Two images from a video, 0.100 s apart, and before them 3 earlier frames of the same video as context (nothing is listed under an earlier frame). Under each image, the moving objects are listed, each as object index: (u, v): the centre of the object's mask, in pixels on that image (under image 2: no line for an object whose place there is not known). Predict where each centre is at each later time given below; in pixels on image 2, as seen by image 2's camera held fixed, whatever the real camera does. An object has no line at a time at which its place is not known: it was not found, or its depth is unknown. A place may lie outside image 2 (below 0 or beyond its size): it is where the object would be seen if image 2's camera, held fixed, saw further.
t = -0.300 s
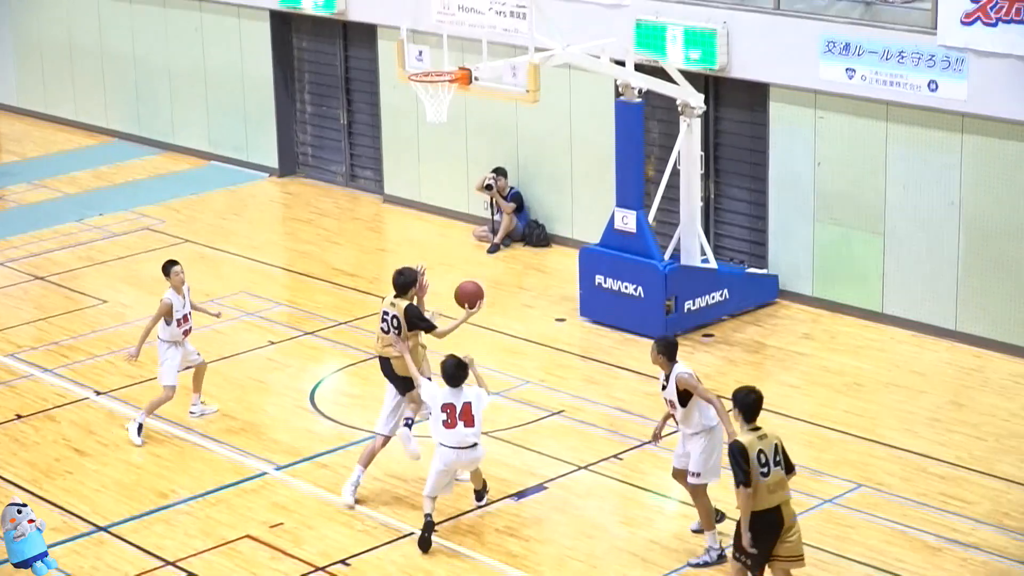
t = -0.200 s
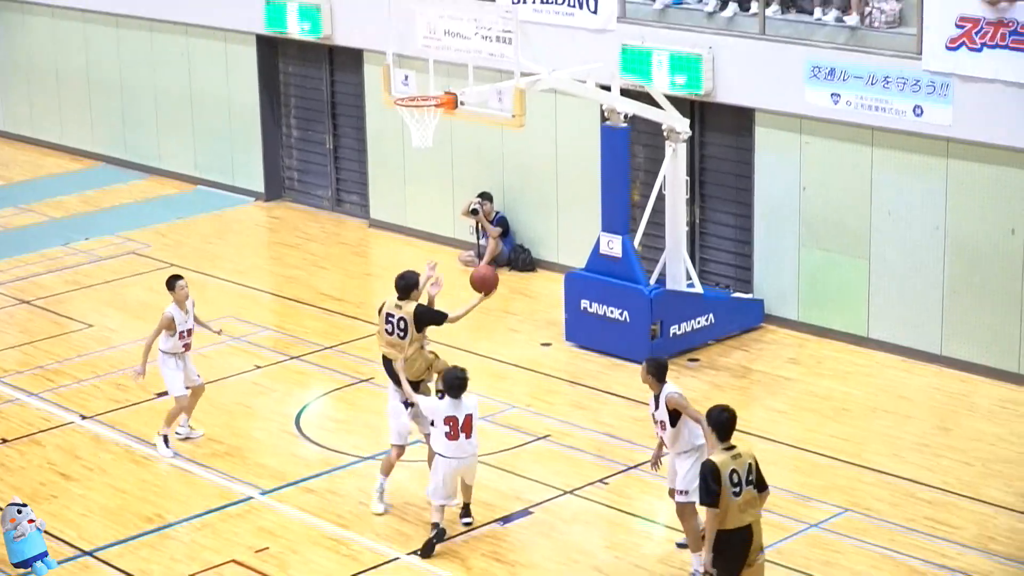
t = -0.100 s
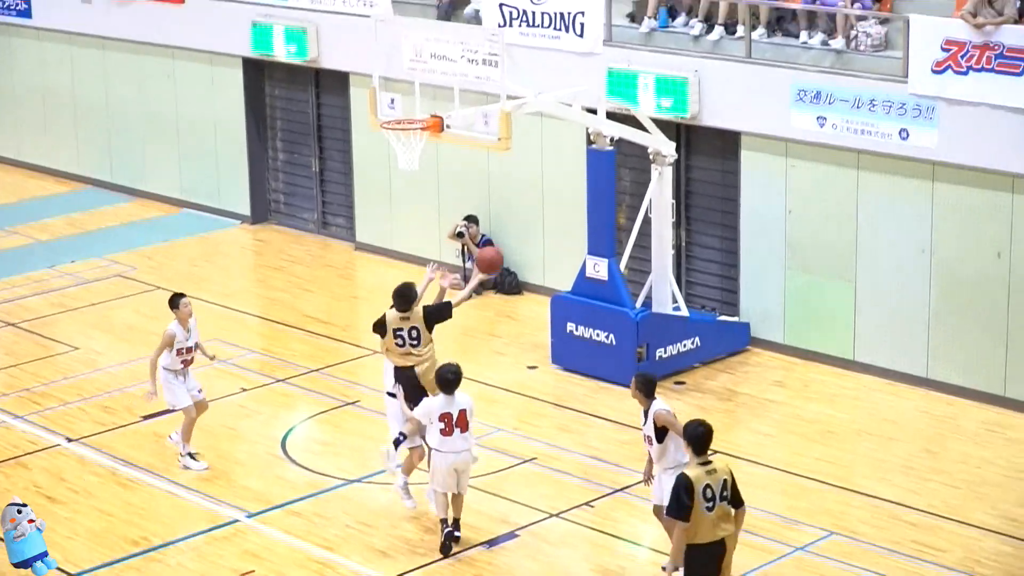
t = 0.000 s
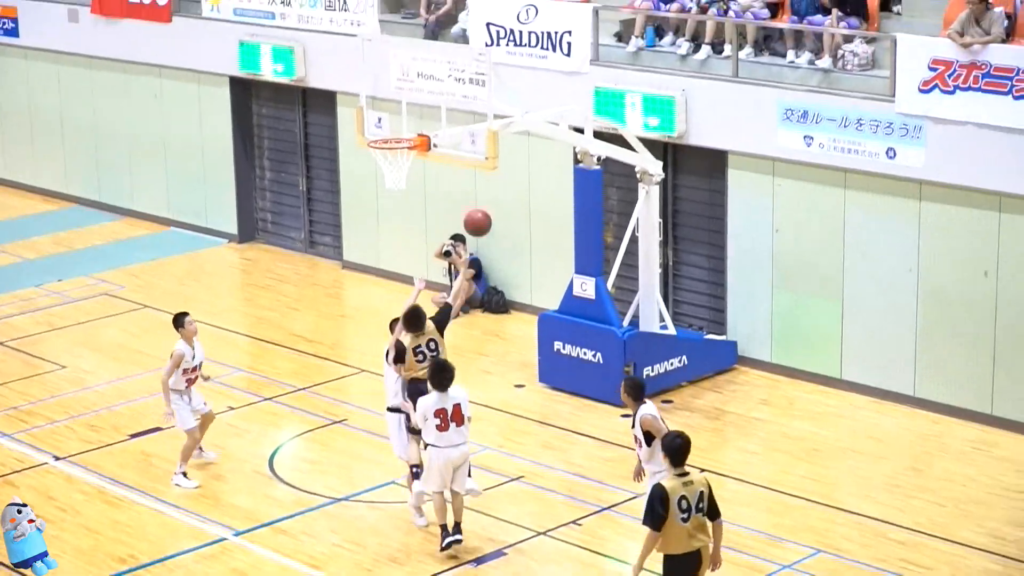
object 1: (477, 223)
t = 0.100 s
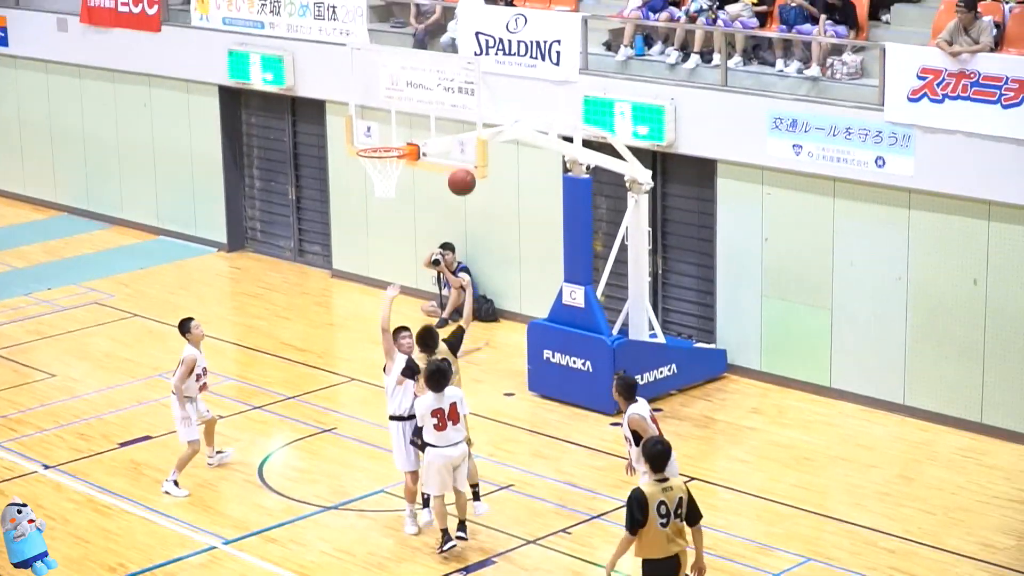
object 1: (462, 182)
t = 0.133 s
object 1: (460, 168)
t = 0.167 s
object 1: (458, 156)
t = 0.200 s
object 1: (457, 144)
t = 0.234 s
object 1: (456, 134)
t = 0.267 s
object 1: (454, 126)
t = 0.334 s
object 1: (450, 113)
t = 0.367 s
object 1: (449, 109)
